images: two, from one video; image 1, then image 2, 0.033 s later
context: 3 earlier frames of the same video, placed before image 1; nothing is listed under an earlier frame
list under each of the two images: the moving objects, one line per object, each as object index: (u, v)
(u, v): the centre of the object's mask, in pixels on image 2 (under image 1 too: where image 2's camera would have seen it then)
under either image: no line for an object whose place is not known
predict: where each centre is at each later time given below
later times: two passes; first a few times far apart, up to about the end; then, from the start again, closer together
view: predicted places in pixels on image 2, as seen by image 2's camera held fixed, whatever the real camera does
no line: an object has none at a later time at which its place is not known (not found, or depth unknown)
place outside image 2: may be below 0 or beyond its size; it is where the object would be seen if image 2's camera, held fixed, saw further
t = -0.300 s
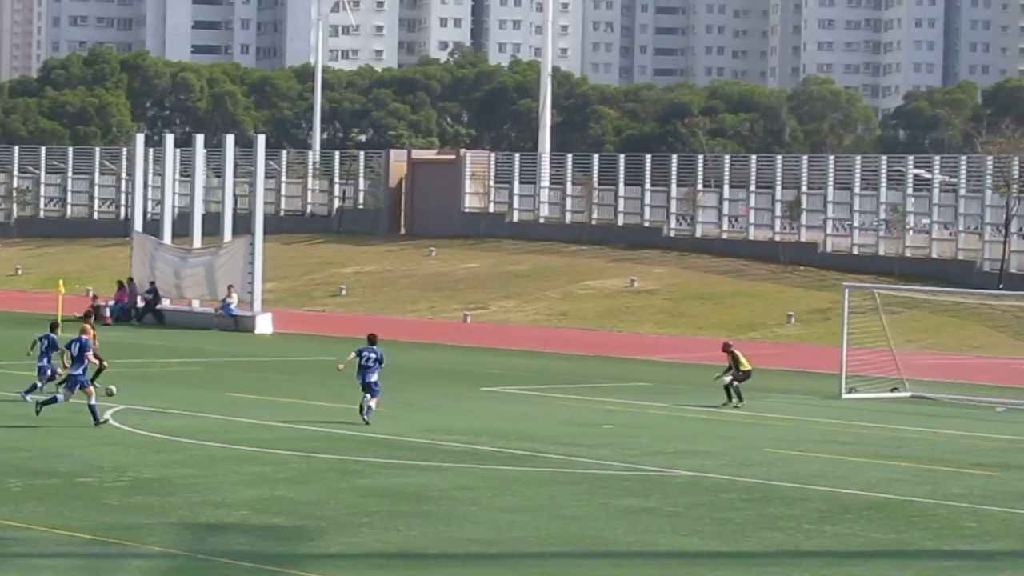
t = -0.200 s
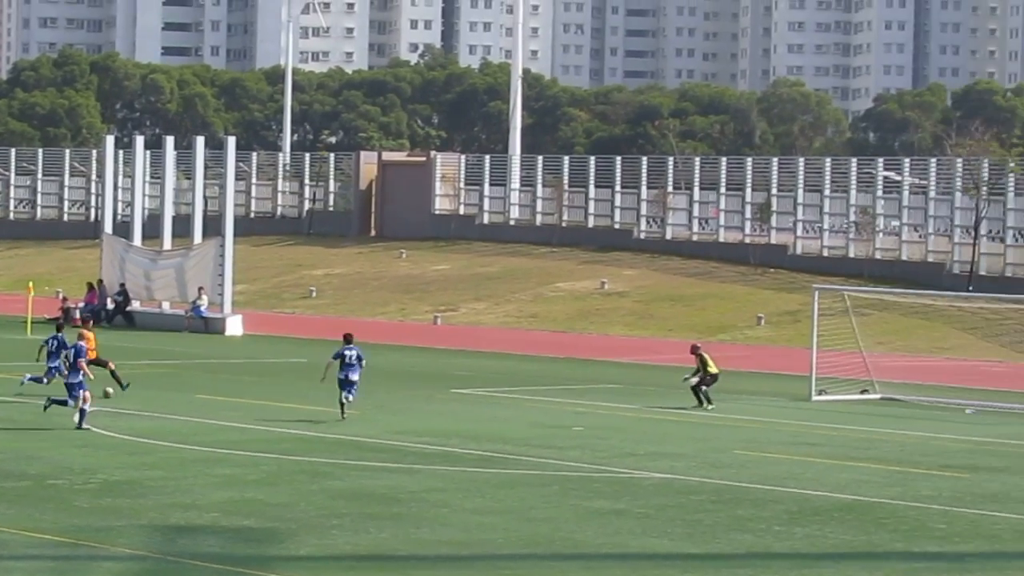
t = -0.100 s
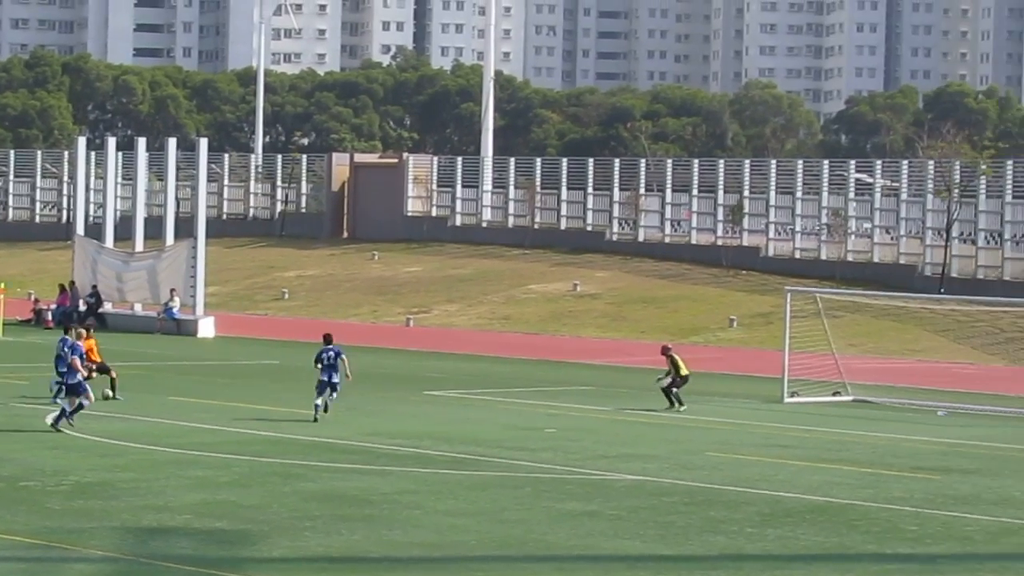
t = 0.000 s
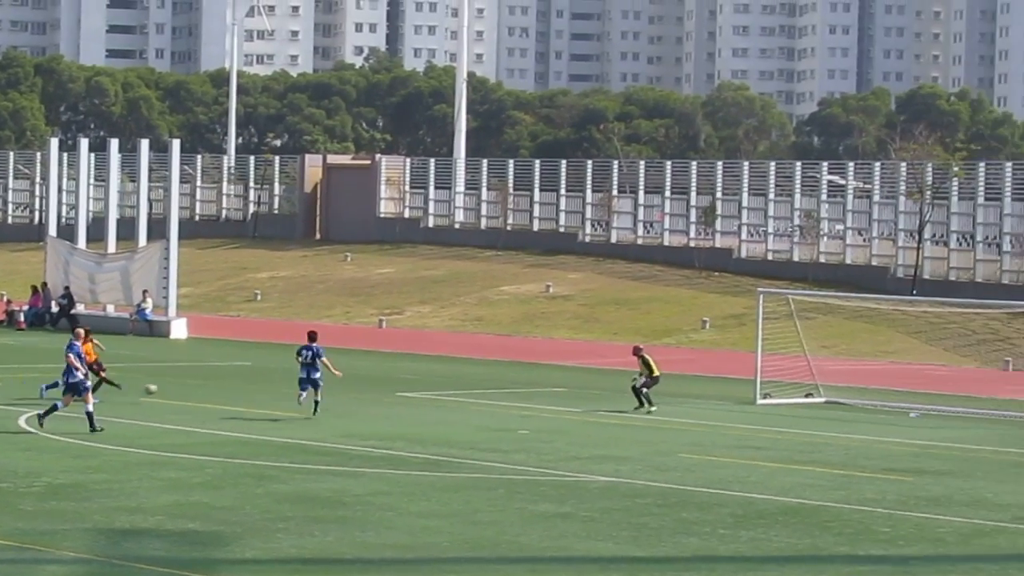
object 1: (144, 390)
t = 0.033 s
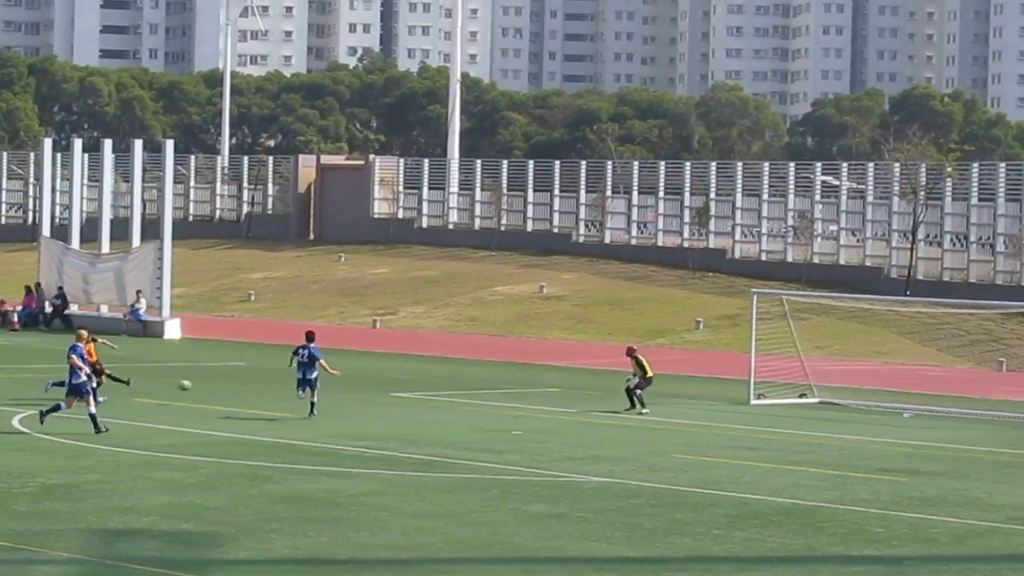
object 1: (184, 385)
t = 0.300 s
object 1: (490, 384)
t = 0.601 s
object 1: (784, 405)
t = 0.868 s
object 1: (988, 402)
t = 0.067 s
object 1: (224, 382)
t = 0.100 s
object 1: (264, 379)
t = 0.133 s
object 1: (303, 379)
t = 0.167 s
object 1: (342, 376)
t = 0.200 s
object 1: (379, 377)
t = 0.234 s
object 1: (416, 378)
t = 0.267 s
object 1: (453, 380)
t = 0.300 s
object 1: (490, 384)
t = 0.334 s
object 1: (525, 387)
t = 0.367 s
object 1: (562, 390)
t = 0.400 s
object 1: (597, 396)
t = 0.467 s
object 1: (667, 407)
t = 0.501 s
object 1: (701, 415)
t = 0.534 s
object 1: (731, 413)
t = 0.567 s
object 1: (758, 409)
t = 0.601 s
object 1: (784, 405)
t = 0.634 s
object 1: (809, 403)
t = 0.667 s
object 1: (837, 399)
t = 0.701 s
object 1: (863, 398)
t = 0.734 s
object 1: (888, 397)
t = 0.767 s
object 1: (913, 397)
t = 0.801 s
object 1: (939, 398)
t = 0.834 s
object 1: (964, 400)
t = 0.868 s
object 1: (988, 402)
